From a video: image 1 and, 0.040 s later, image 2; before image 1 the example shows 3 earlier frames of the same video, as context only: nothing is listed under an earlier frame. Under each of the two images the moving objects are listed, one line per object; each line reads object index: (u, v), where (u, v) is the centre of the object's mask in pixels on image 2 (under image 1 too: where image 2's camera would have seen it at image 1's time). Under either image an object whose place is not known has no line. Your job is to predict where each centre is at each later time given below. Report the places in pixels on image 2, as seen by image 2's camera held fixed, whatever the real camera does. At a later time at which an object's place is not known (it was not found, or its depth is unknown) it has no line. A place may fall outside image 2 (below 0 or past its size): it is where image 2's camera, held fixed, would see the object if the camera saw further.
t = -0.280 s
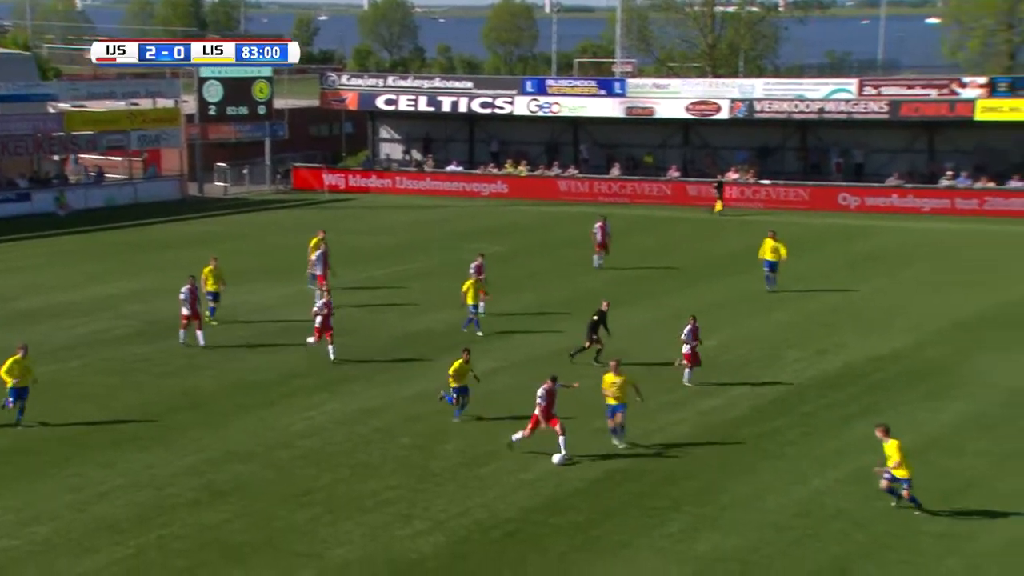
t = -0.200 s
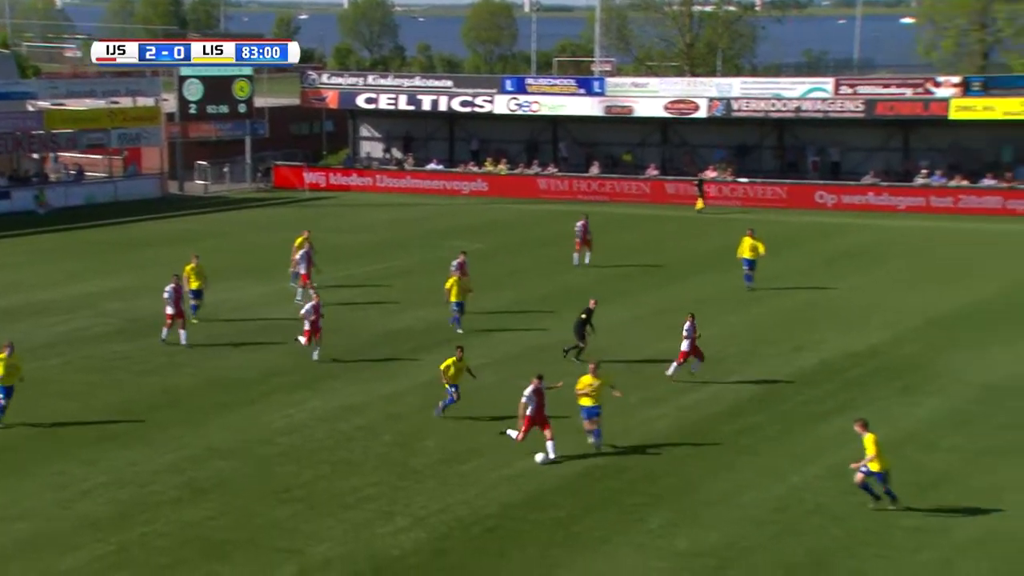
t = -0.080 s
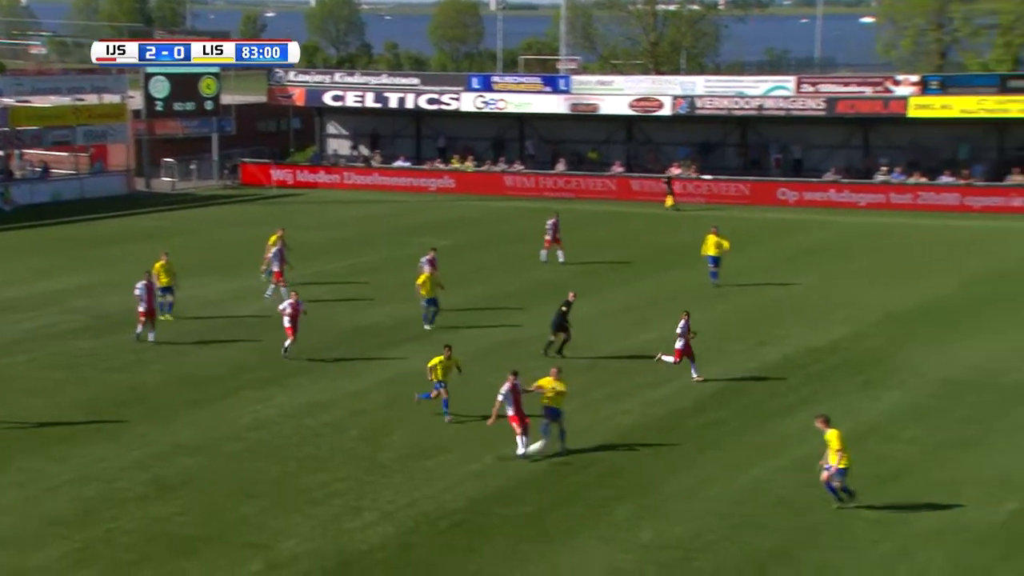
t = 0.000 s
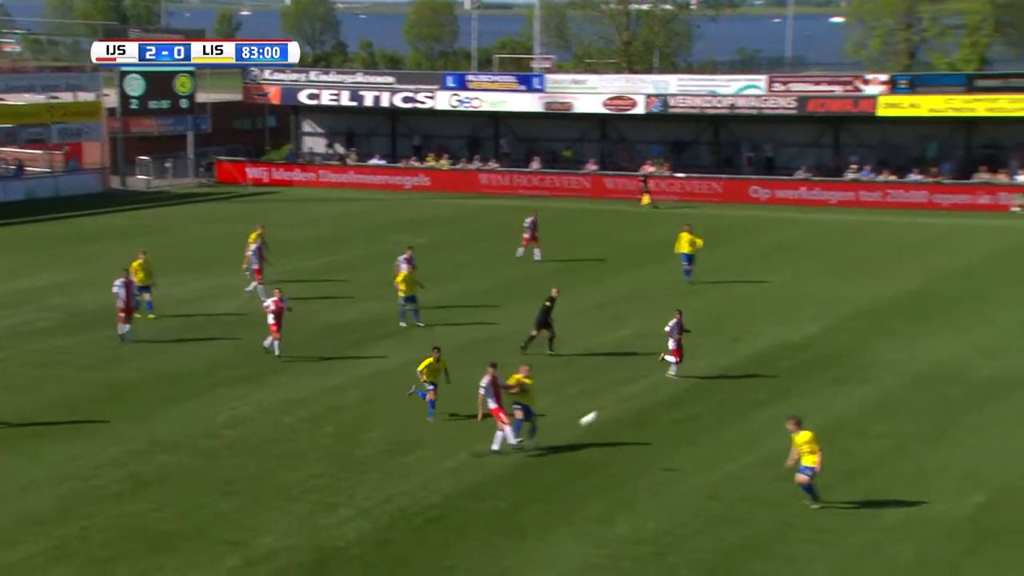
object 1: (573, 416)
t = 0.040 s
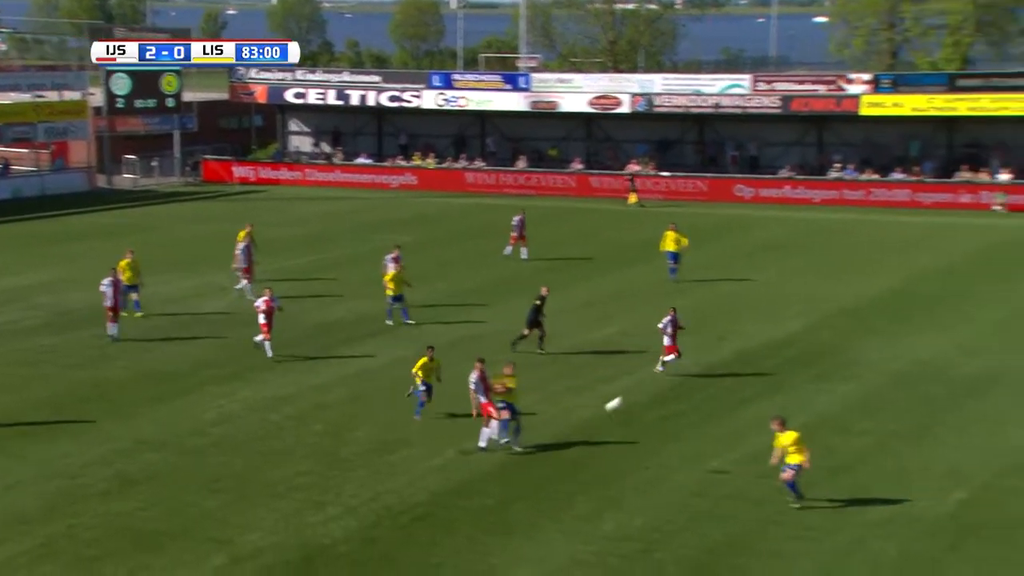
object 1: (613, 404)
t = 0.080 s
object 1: (653, 393)
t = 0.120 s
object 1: (693, 381)
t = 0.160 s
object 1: (734, 370)
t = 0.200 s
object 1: (774, 358)
